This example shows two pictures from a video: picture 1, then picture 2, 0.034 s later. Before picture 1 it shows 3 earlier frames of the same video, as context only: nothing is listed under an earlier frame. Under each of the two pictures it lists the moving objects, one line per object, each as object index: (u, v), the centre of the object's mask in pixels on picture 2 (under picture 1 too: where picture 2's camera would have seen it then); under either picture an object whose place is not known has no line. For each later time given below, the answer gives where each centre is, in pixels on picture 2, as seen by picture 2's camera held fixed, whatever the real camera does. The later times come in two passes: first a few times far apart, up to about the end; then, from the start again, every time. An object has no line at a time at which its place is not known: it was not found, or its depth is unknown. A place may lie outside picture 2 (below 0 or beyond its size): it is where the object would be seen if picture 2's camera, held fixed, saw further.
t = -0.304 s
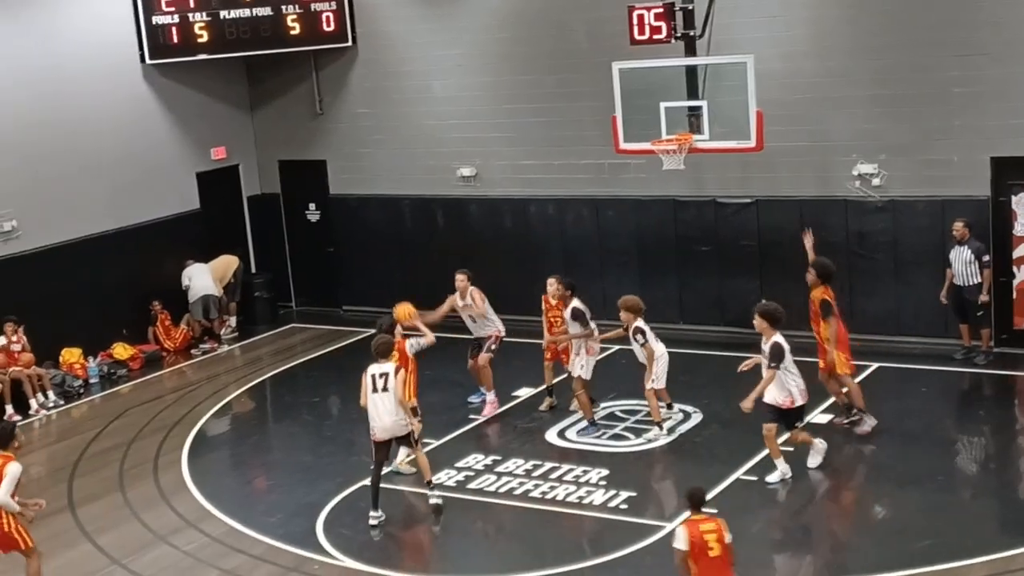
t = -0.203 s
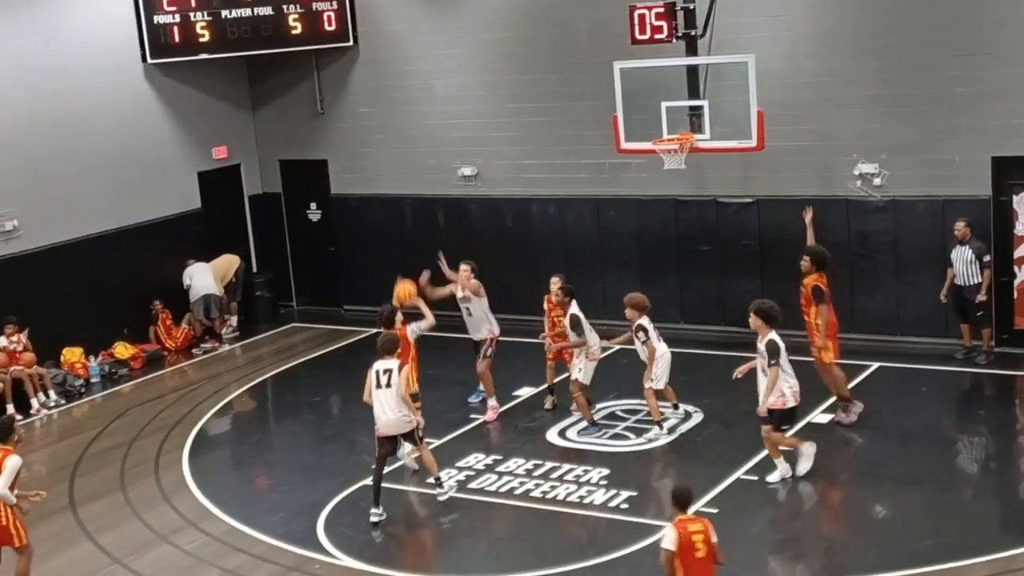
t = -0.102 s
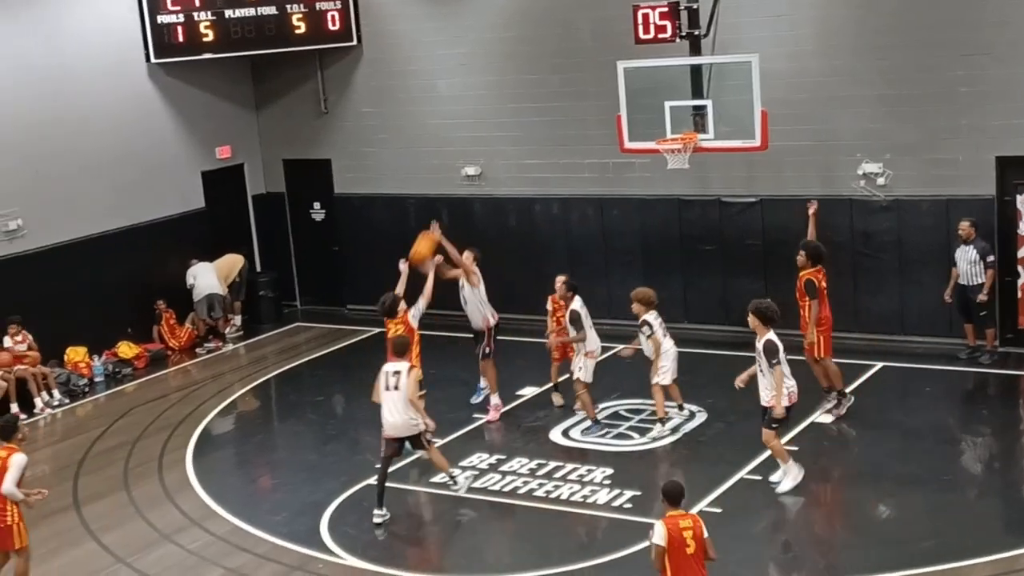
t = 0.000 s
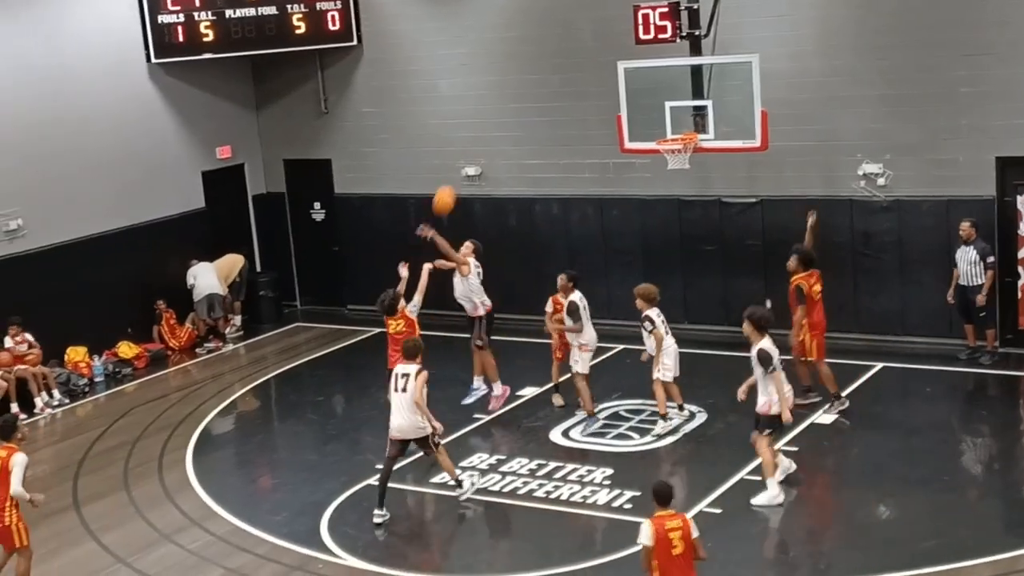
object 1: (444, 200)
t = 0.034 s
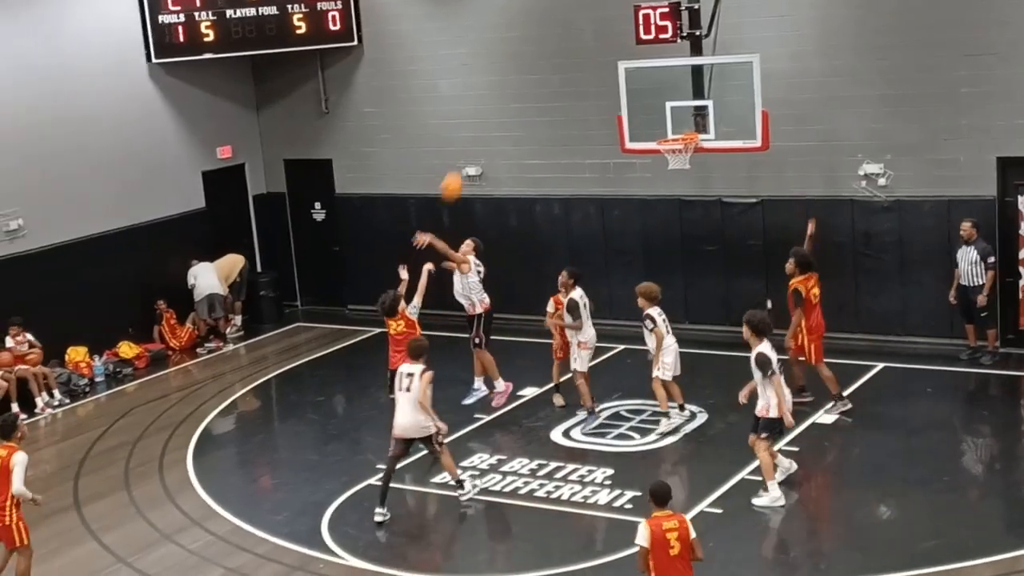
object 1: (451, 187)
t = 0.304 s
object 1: (506, 113)
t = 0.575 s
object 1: (563, 103)
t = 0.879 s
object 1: (632, 166)
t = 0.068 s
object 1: (458, 173)
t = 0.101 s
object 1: (465, 160)
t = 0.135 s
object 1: (472, 150)
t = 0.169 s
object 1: (479, 141)
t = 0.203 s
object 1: (485, 132)
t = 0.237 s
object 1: (492, 125)
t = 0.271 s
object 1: (499, 118)
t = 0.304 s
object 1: (506, 113)
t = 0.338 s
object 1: (513, 108)
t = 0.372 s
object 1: (520, 104)
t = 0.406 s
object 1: (527, 101)
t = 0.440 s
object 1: (534, 100)
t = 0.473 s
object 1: (541, 99)
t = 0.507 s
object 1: (549, 99)
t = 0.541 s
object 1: (556, 101)
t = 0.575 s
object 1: (563, 103)
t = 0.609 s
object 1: (570, 106)
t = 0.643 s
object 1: (578, 110)
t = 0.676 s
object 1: (586, 115)
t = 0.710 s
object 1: (593, 121)
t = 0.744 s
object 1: (601, 128)
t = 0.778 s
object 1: (609, 136)
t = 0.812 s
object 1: (616, 146)
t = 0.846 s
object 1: (624, 156)
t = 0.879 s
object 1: (632, 166)
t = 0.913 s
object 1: (640, 178)
